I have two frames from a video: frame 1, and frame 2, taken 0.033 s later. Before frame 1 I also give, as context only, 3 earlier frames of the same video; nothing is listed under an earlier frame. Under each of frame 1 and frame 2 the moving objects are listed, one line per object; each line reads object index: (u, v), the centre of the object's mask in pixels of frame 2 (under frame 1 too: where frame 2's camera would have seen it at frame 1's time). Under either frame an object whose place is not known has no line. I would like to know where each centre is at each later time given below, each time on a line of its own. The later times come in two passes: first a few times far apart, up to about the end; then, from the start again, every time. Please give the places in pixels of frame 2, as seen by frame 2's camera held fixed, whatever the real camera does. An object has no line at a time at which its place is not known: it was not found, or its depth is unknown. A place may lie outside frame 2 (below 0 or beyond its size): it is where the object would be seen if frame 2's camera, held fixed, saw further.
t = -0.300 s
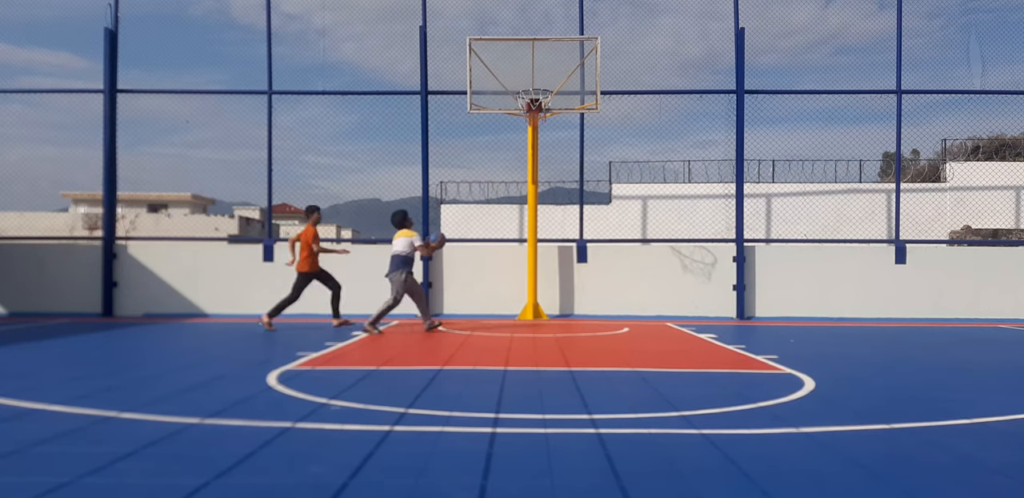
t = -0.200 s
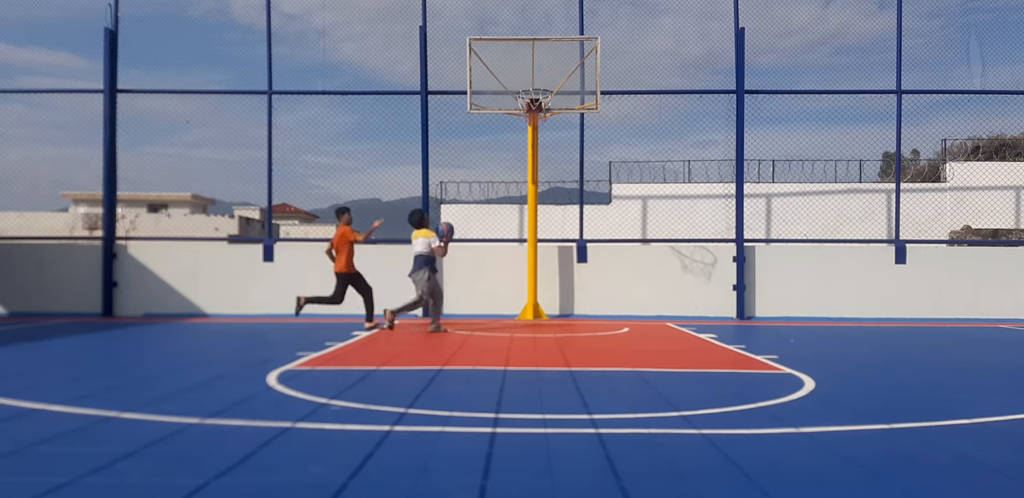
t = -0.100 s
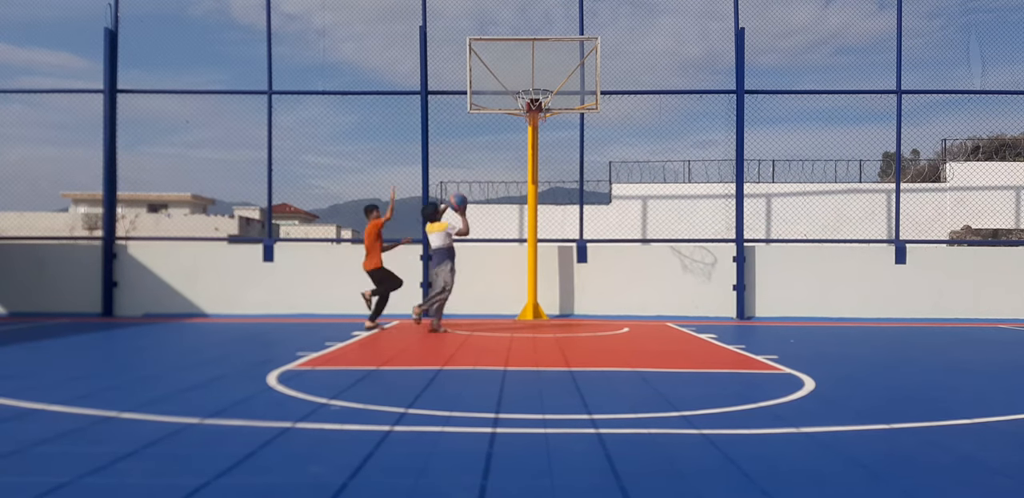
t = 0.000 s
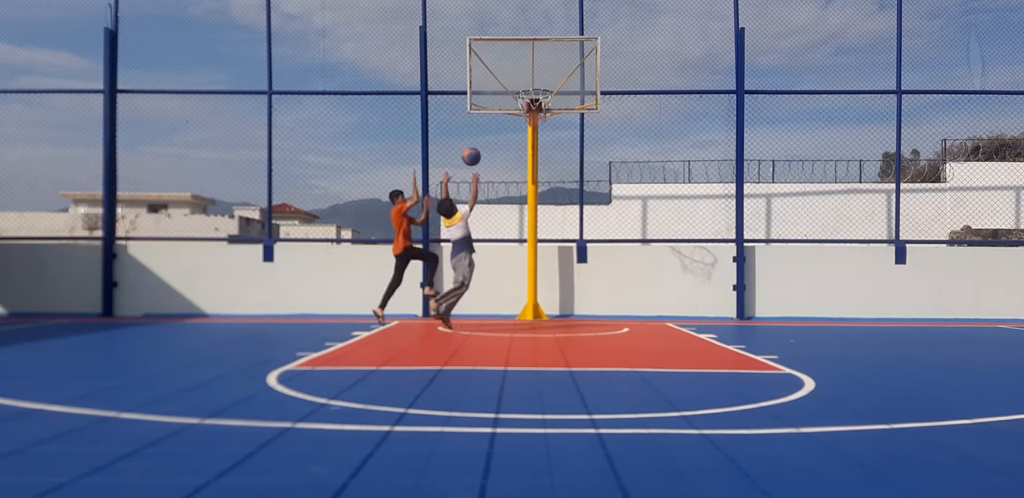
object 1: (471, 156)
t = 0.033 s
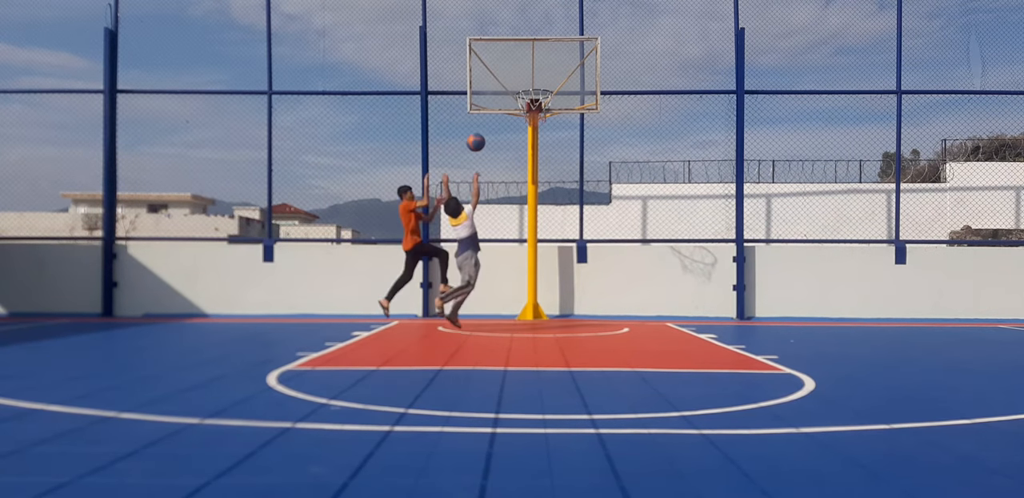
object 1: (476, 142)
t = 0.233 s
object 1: (501, 75)
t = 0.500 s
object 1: (533, 37)
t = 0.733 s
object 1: (557, 45)
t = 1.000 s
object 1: (578, 87)
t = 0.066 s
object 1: (480, 129)
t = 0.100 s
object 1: (484, 116)
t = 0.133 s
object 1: (489, 104)
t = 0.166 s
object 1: (493, 94)
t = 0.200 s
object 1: (497, 84)
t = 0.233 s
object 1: (501, 75)
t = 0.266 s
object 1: (505, 67)
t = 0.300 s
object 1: (509, 60)
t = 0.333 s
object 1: (514, 54)
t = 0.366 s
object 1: (517, 49)
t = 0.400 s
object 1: (521, 45)
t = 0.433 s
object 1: (525, 41)
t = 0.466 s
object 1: (529, 39)
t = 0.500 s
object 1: (533, 37)
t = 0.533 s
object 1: (537, 36)
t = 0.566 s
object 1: (540, 36)
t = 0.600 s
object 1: (544, 37)
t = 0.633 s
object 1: (547, 38)
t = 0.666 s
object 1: (551, 40)
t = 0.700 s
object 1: (555, 44)
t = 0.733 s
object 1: (557, 45)
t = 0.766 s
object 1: (560, 48)
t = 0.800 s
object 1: (563, 51)
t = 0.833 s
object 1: (565, 55)
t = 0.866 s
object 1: (568, 59)
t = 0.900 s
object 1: (570, 65)
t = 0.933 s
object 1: (573, 71)
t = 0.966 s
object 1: (576, 79)
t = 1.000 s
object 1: (578, 87)
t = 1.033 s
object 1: (581, 96)
